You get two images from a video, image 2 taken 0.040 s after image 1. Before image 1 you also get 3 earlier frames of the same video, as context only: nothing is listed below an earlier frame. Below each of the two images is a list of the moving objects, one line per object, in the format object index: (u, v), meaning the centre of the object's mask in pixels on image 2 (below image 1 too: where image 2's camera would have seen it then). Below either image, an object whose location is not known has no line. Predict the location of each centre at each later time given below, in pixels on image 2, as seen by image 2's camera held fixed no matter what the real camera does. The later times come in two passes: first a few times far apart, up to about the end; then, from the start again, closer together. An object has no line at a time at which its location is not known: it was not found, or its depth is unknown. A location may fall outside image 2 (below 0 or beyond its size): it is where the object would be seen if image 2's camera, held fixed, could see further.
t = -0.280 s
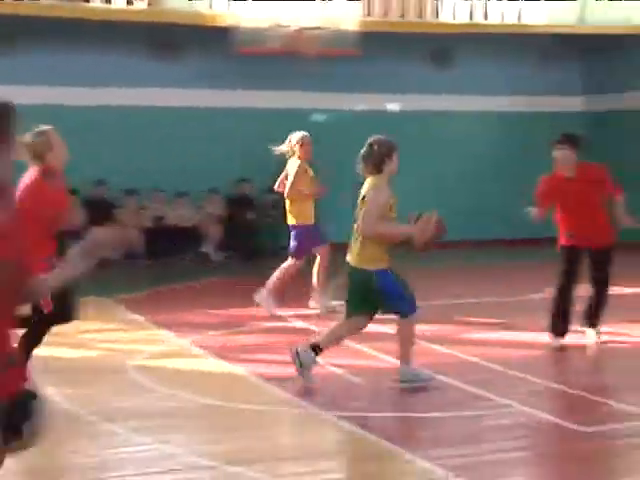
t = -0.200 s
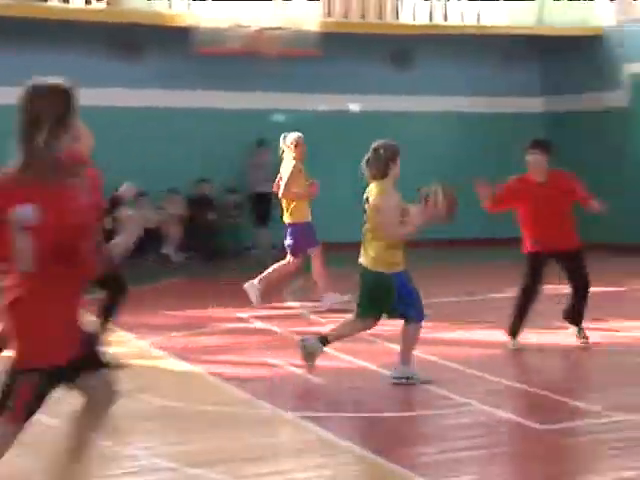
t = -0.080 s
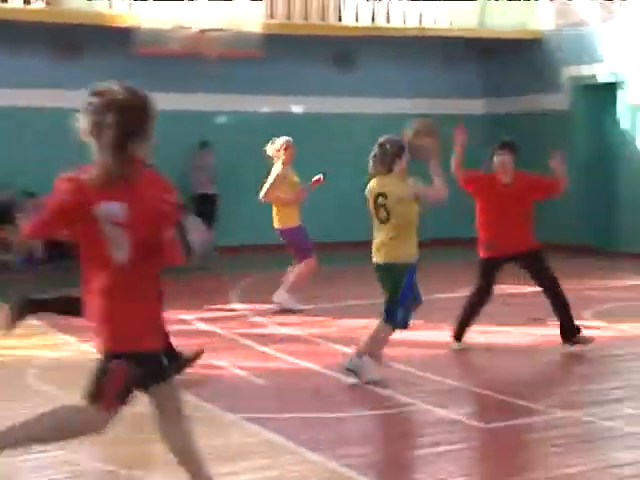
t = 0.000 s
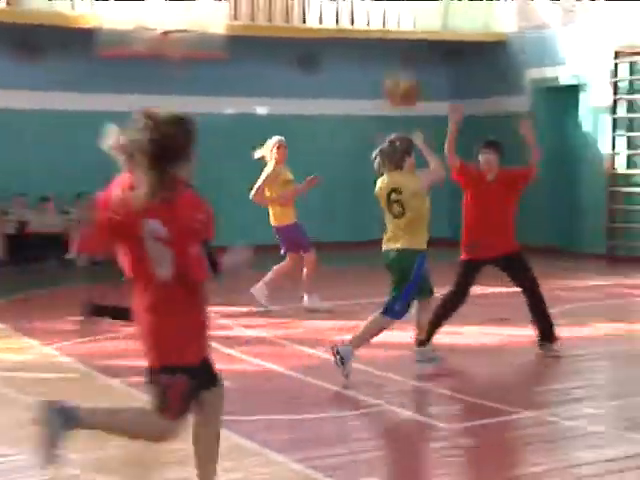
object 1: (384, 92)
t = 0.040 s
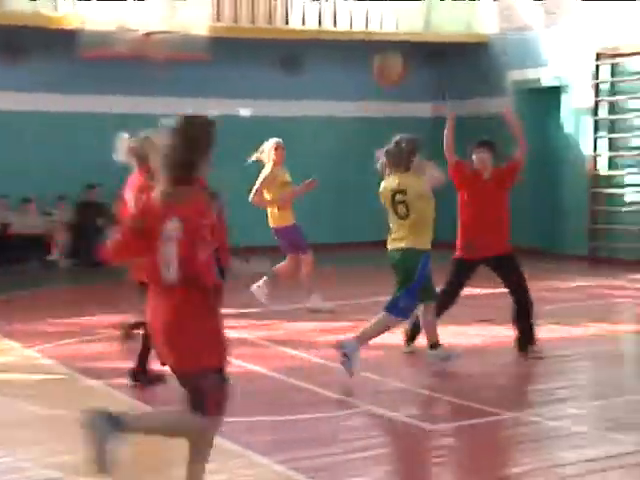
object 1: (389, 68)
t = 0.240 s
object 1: (417, 6)
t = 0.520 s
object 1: (443, 12)
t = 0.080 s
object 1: (395, 52)
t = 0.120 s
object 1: (402, 37)
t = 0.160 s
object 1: (407, 24)
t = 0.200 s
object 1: (412, 14)
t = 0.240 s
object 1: (417, 6)
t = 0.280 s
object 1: (421, 1)
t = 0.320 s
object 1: (425, -2)
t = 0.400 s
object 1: (433, -2)
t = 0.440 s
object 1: (436, 1)
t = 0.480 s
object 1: (439, 6)
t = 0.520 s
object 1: (443, 12)
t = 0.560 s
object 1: (447, 20)
